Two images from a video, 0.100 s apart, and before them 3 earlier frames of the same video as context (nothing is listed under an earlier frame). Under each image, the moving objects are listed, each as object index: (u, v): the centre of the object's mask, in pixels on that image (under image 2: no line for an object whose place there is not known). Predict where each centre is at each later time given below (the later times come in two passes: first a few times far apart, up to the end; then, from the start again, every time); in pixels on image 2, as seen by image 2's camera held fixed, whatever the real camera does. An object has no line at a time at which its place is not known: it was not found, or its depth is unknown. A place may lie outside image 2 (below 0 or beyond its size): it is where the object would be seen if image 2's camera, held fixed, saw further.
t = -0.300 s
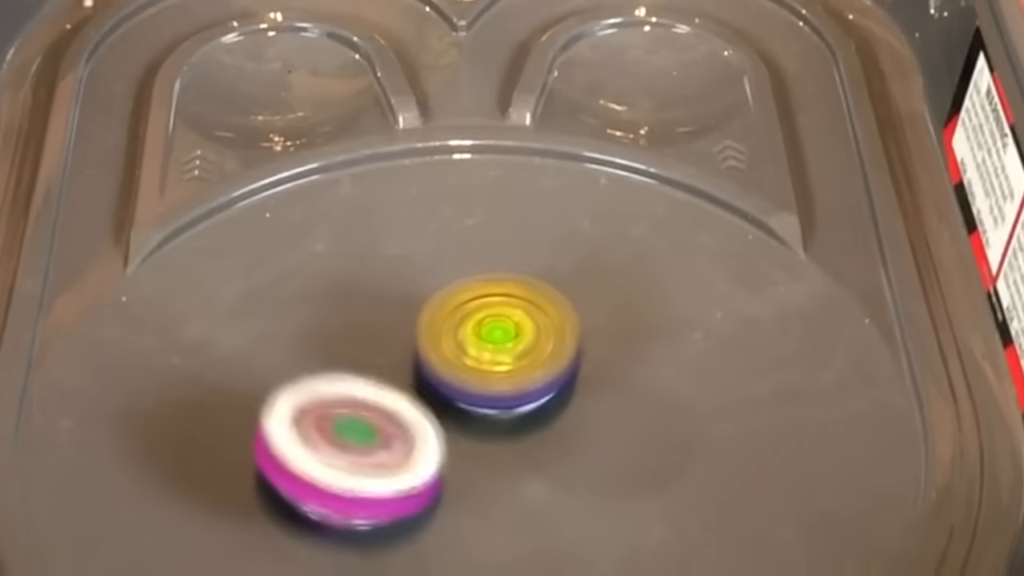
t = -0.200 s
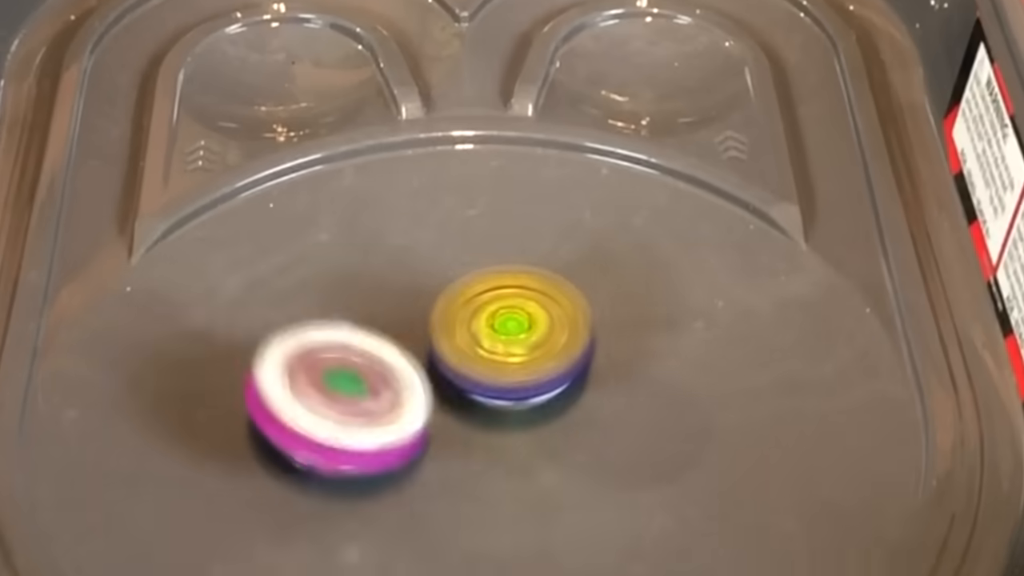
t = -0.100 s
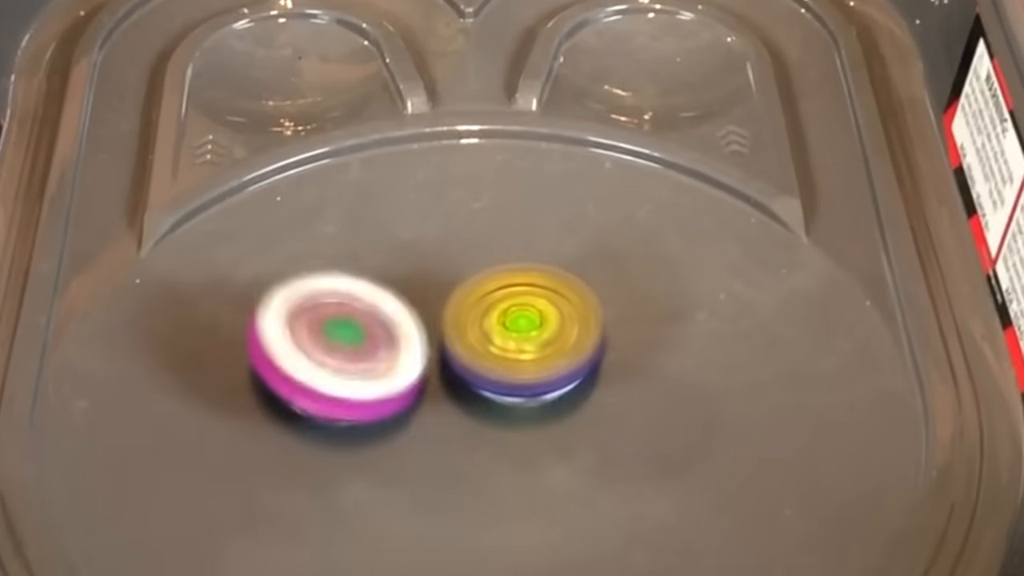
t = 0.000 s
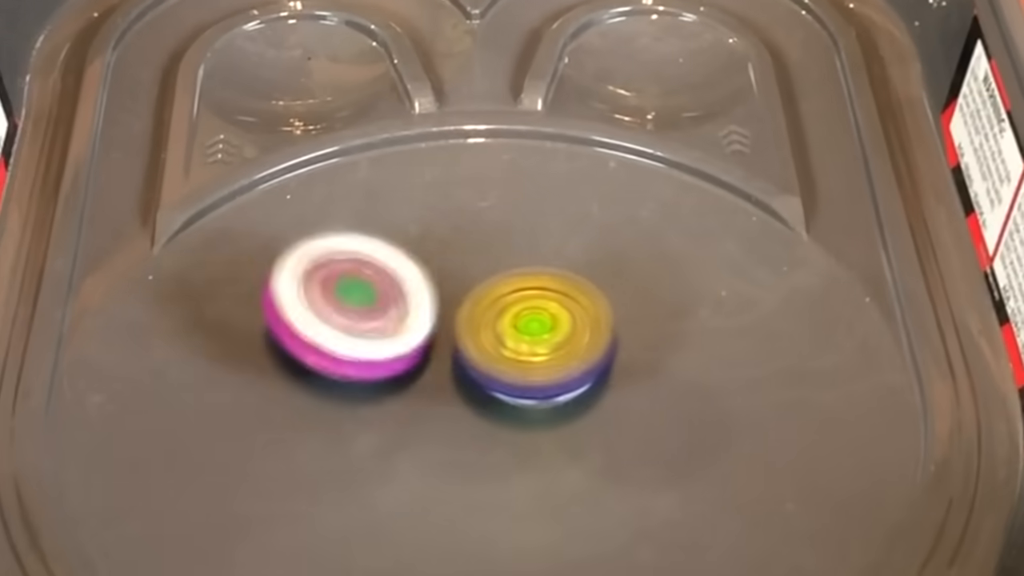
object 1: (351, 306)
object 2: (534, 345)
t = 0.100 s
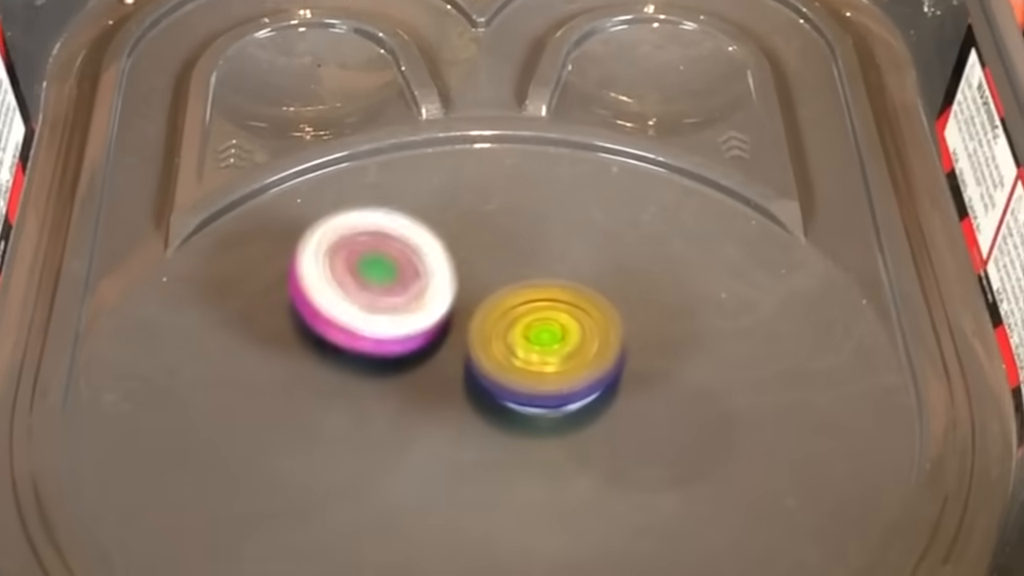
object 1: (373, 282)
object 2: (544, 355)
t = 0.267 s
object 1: (409, 259)
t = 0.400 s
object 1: (446, 255)
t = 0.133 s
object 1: (380, 275)
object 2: (546, 358)
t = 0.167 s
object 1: (386, 270)
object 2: (548, 362)
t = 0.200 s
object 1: (393, 265)
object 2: (550, 366)
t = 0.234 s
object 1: (401, 262)
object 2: (550, 370)
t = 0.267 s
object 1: (409, 259)
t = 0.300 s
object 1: (418, 256)
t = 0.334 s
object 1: (427, 255)
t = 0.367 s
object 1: (436, 255)
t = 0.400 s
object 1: (446, 255)
